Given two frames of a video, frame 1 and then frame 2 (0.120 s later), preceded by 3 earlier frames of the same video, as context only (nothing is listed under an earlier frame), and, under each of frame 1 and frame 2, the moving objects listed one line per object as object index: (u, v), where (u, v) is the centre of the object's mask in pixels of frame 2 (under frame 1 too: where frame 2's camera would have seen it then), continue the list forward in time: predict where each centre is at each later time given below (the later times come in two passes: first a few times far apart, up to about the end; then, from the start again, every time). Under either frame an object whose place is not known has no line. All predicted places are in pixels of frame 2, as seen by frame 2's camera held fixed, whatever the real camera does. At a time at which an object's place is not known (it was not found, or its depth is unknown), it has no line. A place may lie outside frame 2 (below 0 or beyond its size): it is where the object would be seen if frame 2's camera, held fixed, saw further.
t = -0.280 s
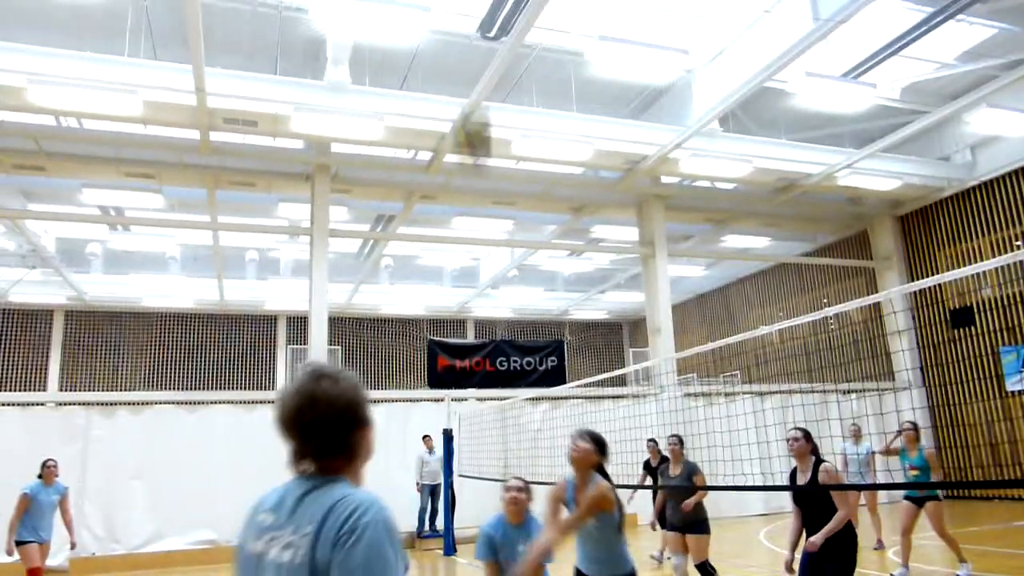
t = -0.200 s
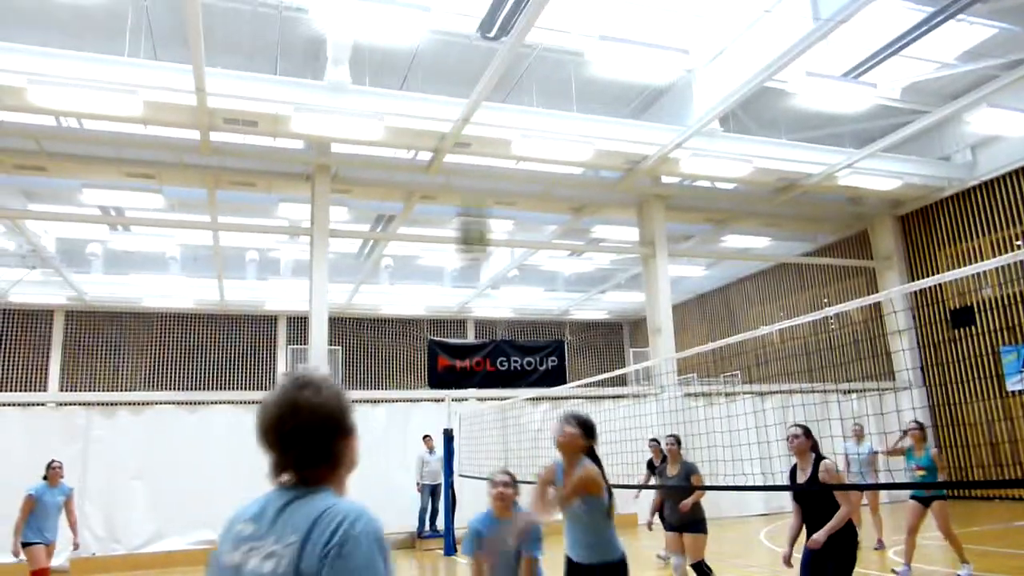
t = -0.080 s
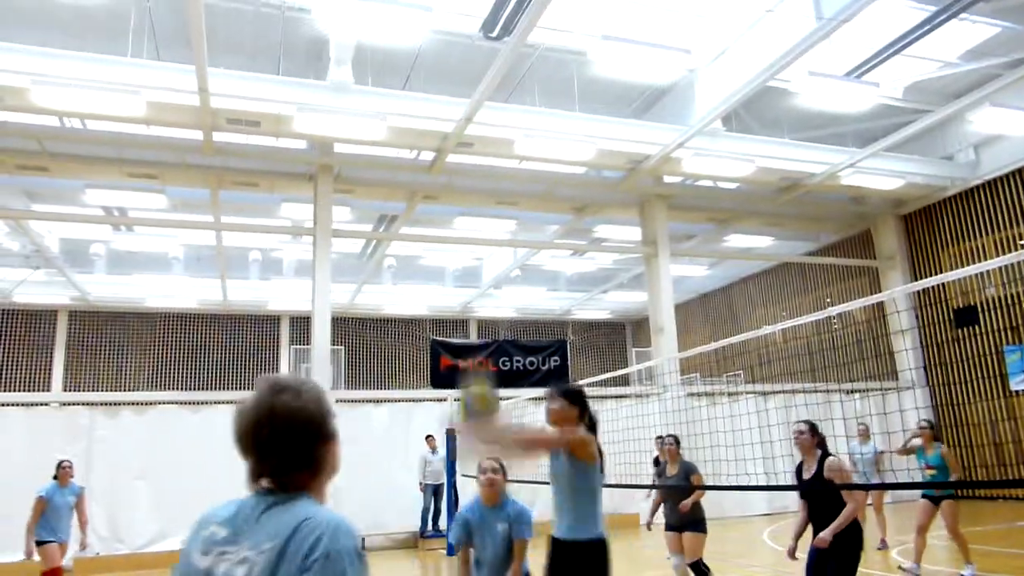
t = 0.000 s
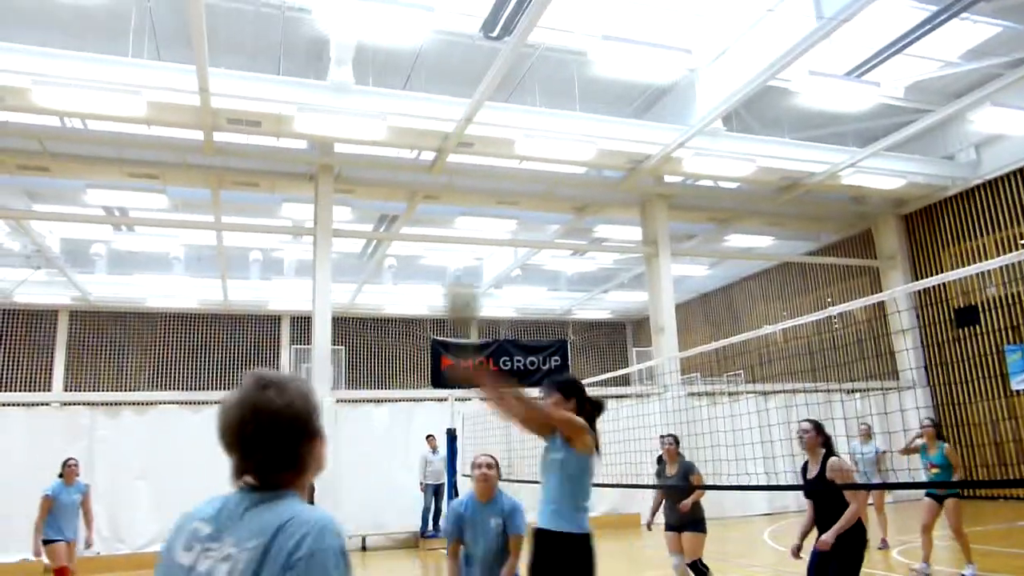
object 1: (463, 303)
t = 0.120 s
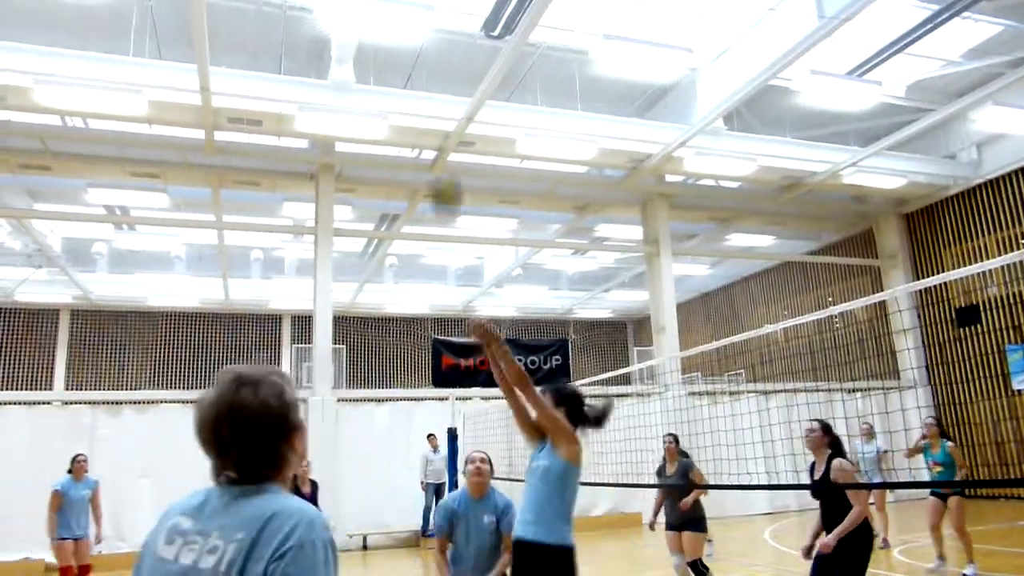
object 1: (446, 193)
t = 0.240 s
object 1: (431, 132)
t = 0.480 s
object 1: (414, 85)
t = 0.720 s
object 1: (401, 107)
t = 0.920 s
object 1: (394, 161)
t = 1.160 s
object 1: (389, 197)
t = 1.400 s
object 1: (387, 232)
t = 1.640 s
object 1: (387, 266)
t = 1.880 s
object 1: (384, 309)
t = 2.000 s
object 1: (382, 326)
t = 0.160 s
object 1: (439, 169)
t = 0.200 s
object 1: (434, 146)
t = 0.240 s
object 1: (431, 132)
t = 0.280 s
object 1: (428, 115)
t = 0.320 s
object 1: (424, 104)
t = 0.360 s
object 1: (421, 95)
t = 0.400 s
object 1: (419, 90)
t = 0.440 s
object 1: (415, 86)
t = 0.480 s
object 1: (414, 85)
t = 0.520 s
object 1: (411, 84)
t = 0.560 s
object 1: (407, 86)
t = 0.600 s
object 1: (406, 89)
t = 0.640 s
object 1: (404, 94)
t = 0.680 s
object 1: (402, 99)
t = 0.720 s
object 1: (401, 107)
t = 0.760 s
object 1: (399, 115)
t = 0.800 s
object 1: (397, 126)
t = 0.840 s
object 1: (396, 136)
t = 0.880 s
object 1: (394, 148)
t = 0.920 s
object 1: (394, 161)
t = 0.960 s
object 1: (392, 168)
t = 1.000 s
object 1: (390, 177)
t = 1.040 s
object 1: (390, 183)
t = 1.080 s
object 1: (391, 189)
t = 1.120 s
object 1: (390, 192)
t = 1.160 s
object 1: (389, 197)
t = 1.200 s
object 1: (390, 203)
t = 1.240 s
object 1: (390, 208)
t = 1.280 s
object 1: (391, 215)
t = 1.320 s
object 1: (389, 220)
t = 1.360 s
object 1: (387, 225)
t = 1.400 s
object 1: (387, 232)
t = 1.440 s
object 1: (387, 237)
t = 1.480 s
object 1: (386, 244)
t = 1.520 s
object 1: (386, 248)
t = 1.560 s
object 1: (385, 257)
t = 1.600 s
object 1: (385, 262)
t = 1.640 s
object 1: (387, 266)
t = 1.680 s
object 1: (385, 274)
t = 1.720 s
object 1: (384, 280)
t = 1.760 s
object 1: (384, 287)
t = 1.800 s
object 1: (384, 294)
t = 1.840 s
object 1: (384, 300)
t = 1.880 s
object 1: (384, 309)
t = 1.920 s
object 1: (384, 315)
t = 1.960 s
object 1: (382, 320)
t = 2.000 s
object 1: (382, 326)
